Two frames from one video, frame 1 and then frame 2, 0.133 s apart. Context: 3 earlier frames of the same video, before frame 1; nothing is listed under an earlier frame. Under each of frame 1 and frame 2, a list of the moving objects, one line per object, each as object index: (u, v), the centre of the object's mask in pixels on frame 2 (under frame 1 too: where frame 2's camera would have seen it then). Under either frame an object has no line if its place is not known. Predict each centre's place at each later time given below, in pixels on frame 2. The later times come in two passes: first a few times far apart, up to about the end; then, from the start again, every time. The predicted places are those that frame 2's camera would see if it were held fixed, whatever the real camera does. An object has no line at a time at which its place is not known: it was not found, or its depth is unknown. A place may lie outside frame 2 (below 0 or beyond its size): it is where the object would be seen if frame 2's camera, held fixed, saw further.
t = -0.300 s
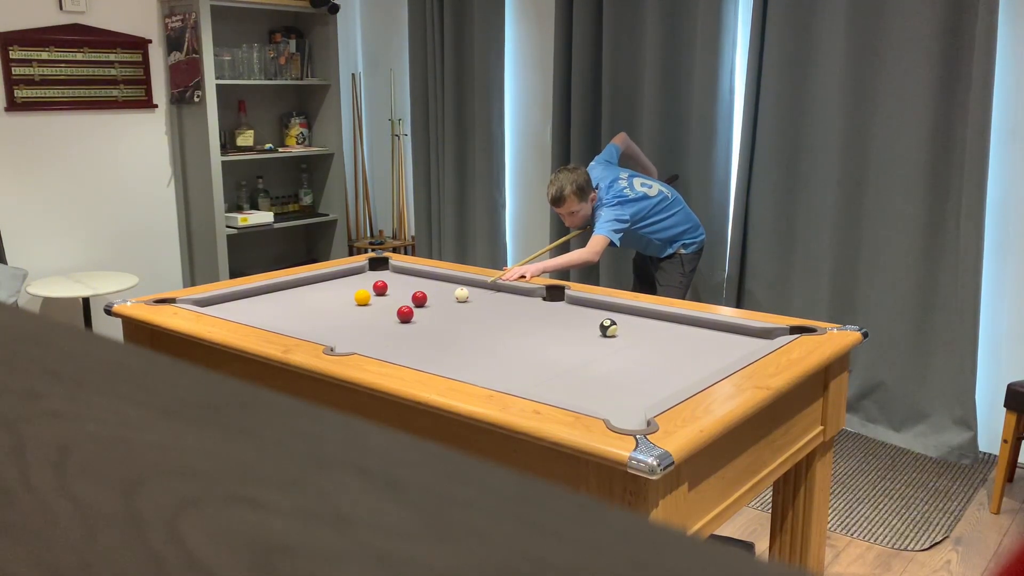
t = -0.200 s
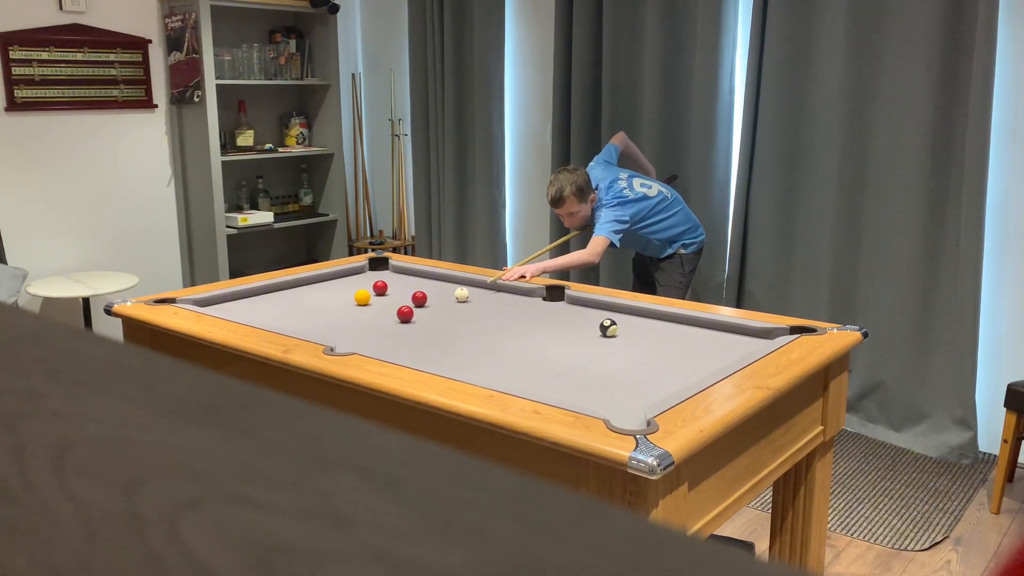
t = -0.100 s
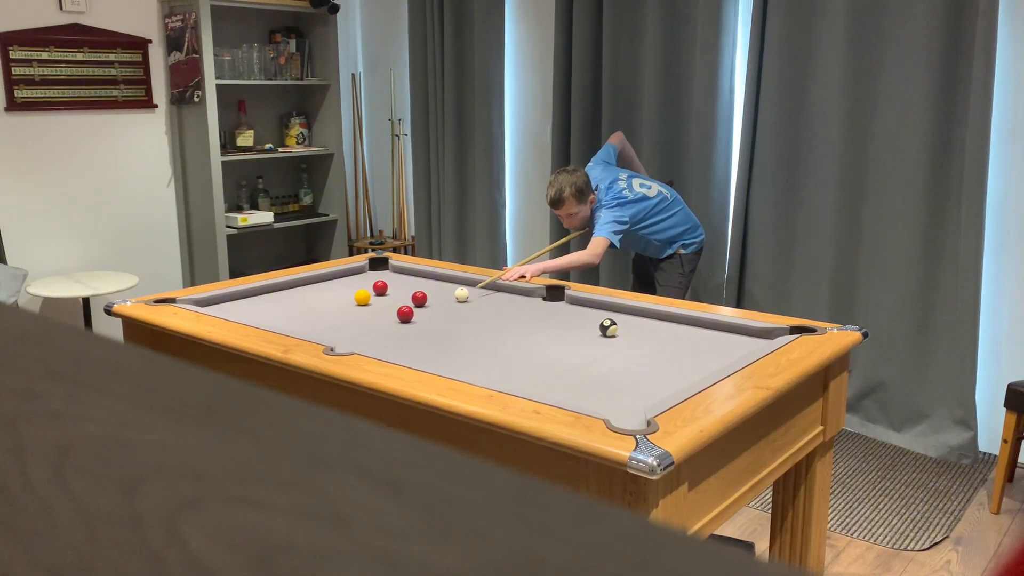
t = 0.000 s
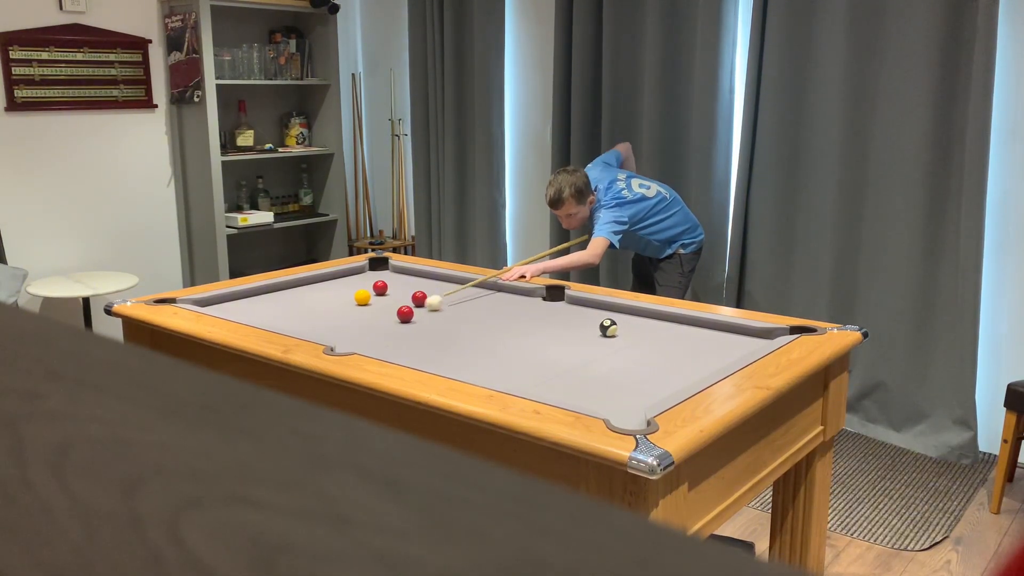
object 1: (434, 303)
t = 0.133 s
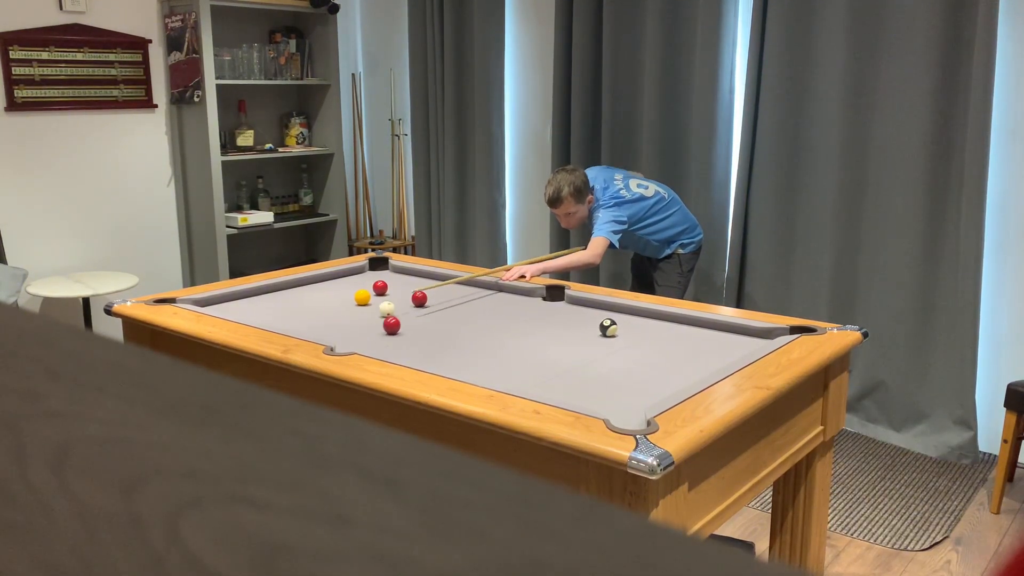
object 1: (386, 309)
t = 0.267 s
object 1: (350, 309)
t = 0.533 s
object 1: (279, 309)
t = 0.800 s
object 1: (212, 306)
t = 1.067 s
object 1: (212, 303)
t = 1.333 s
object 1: (244, 307)
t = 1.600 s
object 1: (275, 311)
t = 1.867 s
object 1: (305, 314)
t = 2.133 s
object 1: (333, 317)
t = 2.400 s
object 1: (360, 320)
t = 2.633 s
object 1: (381, 322)
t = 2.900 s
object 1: (403, 324)
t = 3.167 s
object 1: (423, 326)
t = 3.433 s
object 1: (441, 327)
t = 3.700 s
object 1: (456, 329)
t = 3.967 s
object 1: (468, 330)
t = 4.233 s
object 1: (478, 330)
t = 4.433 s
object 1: (483, 331)
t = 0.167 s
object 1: (377, 309)
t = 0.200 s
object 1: (368, 309)
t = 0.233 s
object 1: (359, 309)
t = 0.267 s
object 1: (350, 309)
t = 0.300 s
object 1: (341, 309)
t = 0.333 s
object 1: (332, 309)
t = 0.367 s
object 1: (323, 309)
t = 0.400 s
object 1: (314, 309)
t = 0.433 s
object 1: (306, 309)
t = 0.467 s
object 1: (297, 309)
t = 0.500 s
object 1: (288, 309)
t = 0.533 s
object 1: (279, 309)
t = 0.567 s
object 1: (271, 309)
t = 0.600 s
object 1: (262, 309)
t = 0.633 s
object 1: (254, 309)
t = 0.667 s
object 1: (246, 309)
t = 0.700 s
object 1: (237, 309)
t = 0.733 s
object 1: (229, 308)
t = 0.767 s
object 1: (220, 306)
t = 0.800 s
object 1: (212, 306)
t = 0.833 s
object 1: (204, 305)
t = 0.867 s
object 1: (203, 304)
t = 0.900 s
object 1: (203, 303)
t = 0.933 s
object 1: (202, 302)
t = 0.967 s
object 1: (202, 302)
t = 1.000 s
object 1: (203, 301)
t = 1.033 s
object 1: (208, 302)
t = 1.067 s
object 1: (212, 303)
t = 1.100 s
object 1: (216, 304)
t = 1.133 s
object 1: (220, 304)
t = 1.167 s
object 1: (224, 305)
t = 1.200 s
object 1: (228, 305)
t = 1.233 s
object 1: (232, 306)
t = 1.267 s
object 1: (236, 306)
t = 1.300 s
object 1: (240, 307)
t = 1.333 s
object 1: (244, 307)
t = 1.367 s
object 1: (248, 308)
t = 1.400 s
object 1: (252, 308)
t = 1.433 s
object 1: (256, 309)
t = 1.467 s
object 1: (260, 309)
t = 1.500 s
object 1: (264, 310)
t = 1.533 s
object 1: (268, 310)
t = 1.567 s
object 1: (272, 310)
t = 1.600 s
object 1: (275, 311)
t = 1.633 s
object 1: (279, 311)
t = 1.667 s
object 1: (283, 312)
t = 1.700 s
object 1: (287, 312)
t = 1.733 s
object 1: (290, 312)
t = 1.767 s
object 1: (294, 313)
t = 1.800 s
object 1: (298, 313)
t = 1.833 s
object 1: (301, 314)
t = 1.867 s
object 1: (305, 314)
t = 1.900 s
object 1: (309, 314)
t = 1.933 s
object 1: (313, 315)
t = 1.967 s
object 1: (316, 315)
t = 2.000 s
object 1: (319, 315)
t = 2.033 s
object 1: (323, 316)
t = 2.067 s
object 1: (326, 316)
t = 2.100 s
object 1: (330, 316)
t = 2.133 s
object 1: (333, 317)
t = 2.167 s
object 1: (337, 317)
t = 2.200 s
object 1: (340, 318)
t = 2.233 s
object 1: (343, 318)
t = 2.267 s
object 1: (346, 318)
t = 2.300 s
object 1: (350, 319)
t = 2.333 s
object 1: (353, 319)
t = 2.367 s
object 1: (356, 319)
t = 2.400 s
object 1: (360, 320)
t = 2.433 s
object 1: (363, 320)
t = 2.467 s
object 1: (366, 320)
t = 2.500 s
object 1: (369, 321)
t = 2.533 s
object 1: (372, 321)
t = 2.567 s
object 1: (375, 321)
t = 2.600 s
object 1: (378, 321)
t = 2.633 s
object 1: (381, 322)
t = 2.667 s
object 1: (384, 322)
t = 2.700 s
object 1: (387, 322)
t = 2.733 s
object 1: (390, 323)
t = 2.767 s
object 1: (392, 323)
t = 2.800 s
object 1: (395, 323)
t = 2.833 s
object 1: (398, 324)
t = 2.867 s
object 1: (401, 324)
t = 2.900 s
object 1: (403, 324)
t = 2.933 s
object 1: (406, 324)
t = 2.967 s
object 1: (409, 324)
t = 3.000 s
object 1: (411, 325)
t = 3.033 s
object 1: (414, 325)
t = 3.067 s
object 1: (416, 325)
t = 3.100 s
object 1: (419, 325)
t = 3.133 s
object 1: (421, 325)
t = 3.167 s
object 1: (423, 326)
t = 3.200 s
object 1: (426, 326)
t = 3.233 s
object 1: (428, 326)
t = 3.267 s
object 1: (430, 326)
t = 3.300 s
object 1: (433, 326)
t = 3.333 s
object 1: (435, 327)
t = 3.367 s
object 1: (437, 327)
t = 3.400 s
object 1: (439, 327)
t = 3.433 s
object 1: (441, 327)
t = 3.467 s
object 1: (443, 328)
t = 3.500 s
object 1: (445, 328)
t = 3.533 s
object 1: (447, 328)
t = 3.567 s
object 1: (449, 328)
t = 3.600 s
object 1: (450, 328)
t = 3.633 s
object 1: (452, 328)
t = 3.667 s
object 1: (454, 329)
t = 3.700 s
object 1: (456, 329)
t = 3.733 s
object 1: (458, 329)
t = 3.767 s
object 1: (459, 329)
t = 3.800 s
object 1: (461, 329)
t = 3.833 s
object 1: (462, 329)
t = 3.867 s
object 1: (464, 329)
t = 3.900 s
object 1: (465, 329)
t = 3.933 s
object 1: (467, 329)
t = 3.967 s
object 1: (468, 330)
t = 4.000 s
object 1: (470, 330)
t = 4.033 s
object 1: (471, 329)
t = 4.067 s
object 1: (472, 330)
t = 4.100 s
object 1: (473, 330)
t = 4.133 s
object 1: (474, 330)
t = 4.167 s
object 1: (475, 330)
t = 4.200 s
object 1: (477, 330)
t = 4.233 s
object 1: (478, 330)
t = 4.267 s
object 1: (479, 330)
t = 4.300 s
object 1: (479, 330)
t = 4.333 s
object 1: (480, 330)
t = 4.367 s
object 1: (481, 330)
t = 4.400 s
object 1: (482, 331)
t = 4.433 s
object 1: (483, 331)
